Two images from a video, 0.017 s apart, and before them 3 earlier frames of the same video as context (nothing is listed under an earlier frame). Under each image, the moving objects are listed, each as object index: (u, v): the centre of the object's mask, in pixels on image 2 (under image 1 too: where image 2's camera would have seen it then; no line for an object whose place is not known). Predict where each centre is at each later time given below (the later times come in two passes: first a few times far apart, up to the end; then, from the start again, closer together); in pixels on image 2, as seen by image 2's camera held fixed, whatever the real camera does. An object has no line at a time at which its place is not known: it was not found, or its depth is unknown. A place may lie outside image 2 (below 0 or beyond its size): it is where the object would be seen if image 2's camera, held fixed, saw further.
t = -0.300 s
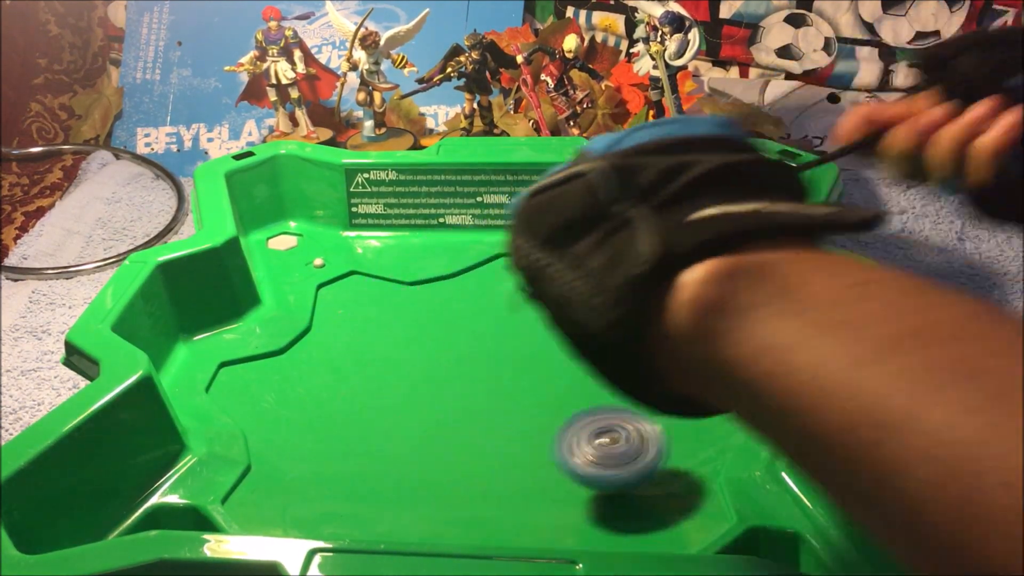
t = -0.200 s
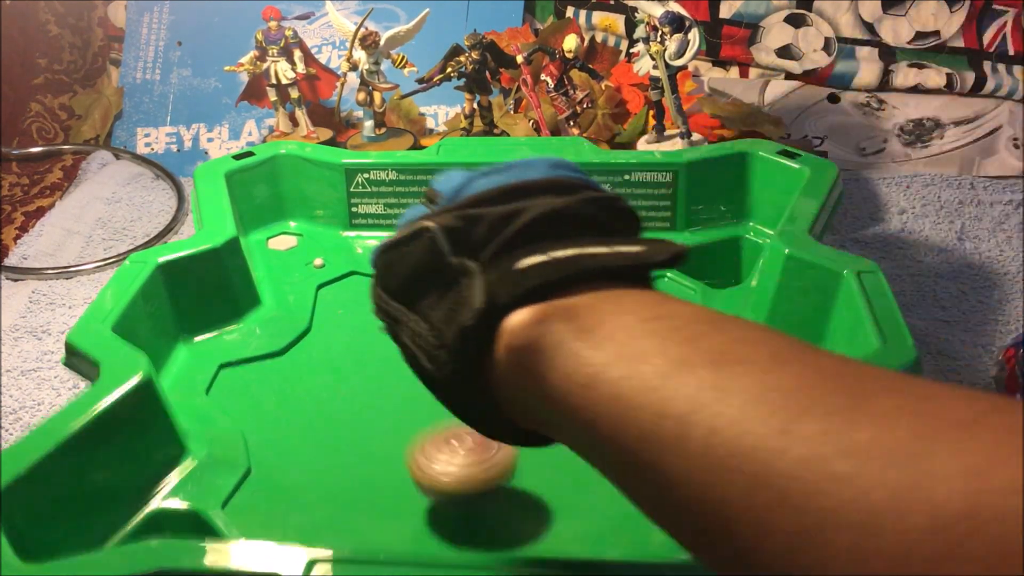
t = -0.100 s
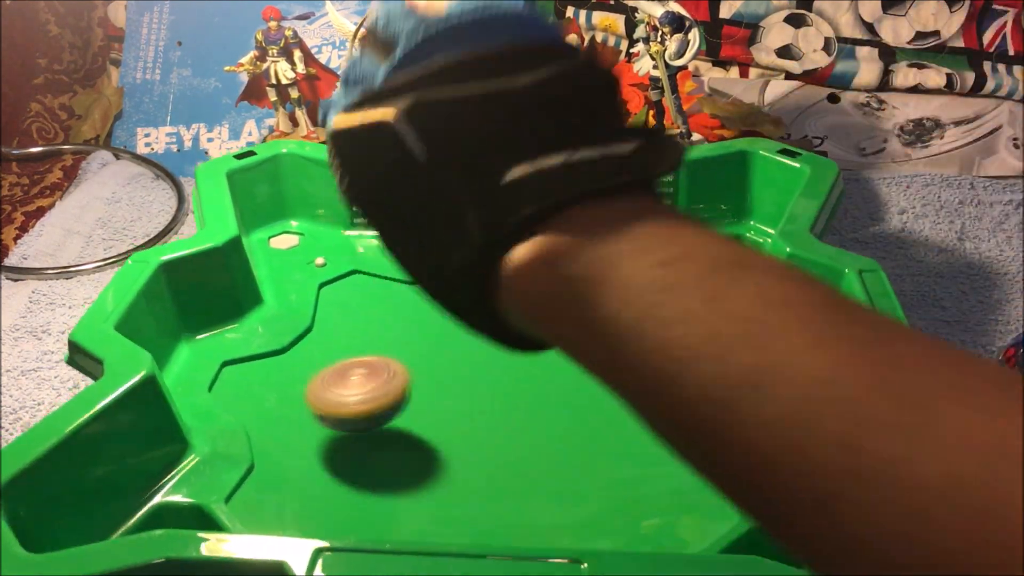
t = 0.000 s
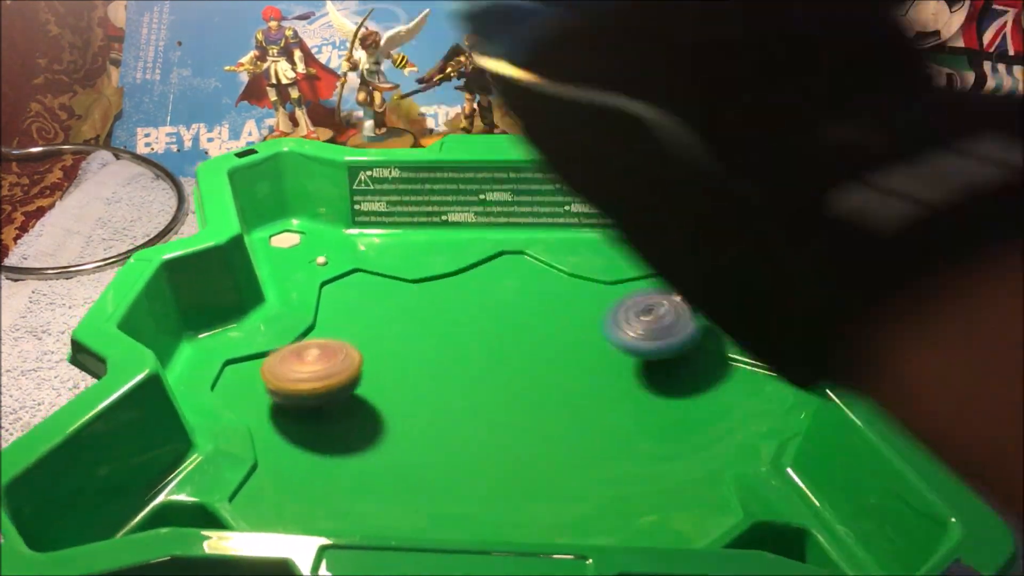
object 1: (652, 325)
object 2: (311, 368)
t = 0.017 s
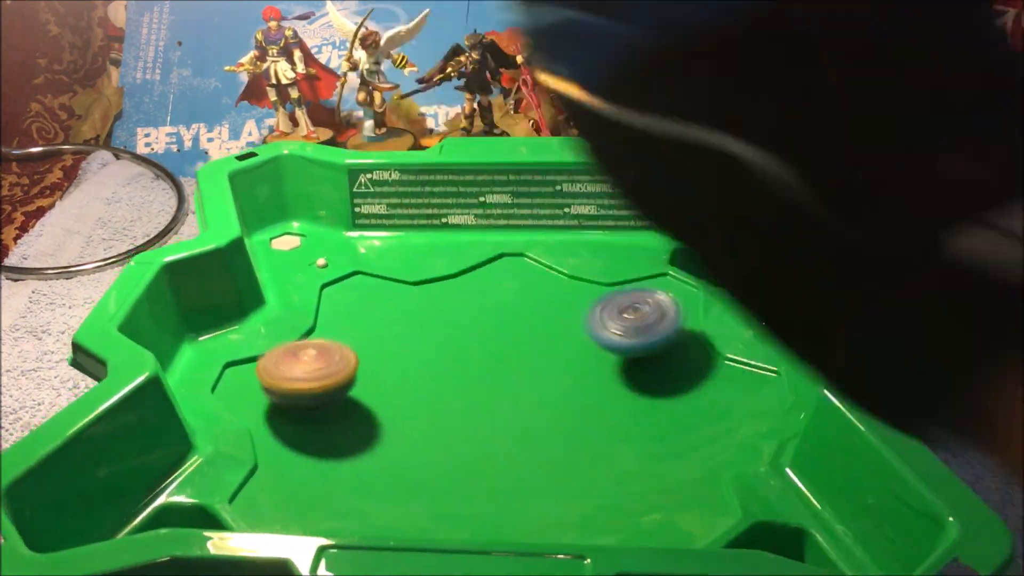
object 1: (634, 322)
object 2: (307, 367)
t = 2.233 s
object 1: (535, 291)
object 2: (386, 236)
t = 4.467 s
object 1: (455, 380)
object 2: (362, 353)
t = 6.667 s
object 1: (472, 330)
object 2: (520, 403)
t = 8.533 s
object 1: (452, 379)
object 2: (513, 312)
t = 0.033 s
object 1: (616, 321)
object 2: (302, 368)
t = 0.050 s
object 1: (597, 317)
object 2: (297, 369)
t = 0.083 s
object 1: (558, 315)
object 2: (288, 379)
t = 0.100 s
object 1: (539, 314)
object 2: (283, 384)
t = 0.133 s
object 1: (505, 312)
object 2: (276, 399)
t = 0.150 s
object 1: (487, 312)
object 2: (272, 408)
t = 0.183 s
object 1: (457, 312)
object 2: (270, 429)
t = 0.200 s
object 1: (442, 313)
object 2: (272, 439)
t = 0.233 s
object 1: (415, 317)
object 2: (281, 457)
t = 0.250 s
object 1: (403, 321)
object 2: (287, 465)
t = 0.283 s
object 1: (381, 329)
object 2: (306, 475)
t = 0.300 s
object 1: (371, 335)
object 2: (316, 479)
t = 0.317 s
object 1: (363, 341)
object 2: (329, 483)
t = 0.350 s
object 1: (346, 355)
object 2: (355, 488)
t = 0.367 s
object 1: (339, 363)
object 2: (369, 489)
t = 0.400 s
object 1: (329, 380)
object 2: (398, 489)
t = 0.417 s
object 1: (326, 388)
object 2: (413, 487)
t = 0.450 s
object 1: (322, 405)
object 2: (440, 483)
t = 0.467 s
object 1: (322, 414)
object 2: (453, 479)
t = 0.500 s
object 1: (326, 431)
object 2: (476, 469)
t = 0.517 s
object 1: (330, 439)
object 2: (486, 463)
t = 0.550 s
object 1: (345, 455)
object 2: (503, 449)
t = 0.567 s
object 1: (353, 462)
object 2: (509, 441)
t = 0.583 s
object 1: (363, 468)
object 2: (514, 433)
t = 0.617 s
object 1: (386, 479)
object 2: (523, 413)
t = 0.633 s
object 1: (401, 483)
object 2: (525, 403)
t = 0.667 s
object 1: (428, 489)
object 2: (525, 380)
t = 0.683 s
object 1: (444, 491)
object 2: (524, 367)
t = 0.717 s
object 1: (479, 492)
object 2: (514, 343)
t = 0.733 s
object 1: (494, 490)
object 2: (506, 330)
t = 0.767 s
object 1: (527, 484)
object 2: (486, 306)
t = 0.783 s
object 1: (543, 479)
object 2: (473, 295)
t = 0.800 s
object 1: (559, 473)
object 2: (458, 284)
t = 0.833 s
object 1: (584, 458)
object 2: (425, 264)
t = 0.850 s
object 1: (595, 448)
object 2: (407, 258)
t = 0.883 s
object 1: (614, 429)
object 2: (365, 244)
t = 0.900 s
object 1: (620, 418)
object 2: (345, 248)
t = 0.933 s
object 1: (626, 396)
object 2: (315, 276)
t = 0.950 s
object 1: (627, 385)
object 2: (305, 288)
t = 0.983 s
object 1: (622, 363)
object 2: (288, 319)
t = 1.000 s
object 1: (618, 353)
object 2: (282, 338)
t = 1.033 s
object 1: (605, 335)
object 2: (276, 362)
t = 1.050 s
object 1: (597, 326)
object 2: (275, 374)
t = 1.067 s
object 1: (586, 317)
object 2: (277, 383)
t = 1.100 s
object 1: (565, 303)
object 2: (288, 400)
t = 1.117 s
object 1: (553, 296)
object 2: (297, 406)
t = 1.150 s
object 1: (529, 285)
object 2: (319, 415)
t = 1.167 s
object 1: (516, 279)
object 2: (332, 418)
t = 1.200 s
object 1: (488, 270)
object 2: (360, 422)
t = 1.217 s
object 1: (475, 266)
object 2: (375, 423)
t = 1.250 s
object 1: (447, 262)
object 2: (404, 422)
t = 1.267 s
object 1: (434, 260)
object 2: (419, 420)
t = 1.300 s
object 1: (405, 259)
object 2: (447, 413)
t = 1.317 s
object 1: (392, 259)
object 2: (461, 409)
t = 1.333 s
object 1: (379, 260)
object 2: (475, 402)
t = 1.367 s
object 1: (355, 264)
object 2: (500, 389)
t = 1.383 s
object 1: (342, 267)
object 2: (511, 380)
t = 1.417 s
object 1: (325, 272)
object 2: (531, 359)
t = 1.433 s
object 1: (326, 276)
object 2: (539, 347)
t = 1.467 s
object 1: (329, 294)
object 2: (548, 322)
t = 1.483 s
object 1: (331, 302)
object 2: (550, 309)
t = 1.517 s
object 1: (337, 315)
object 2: (548, 282)
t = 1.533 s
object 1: (341, 322)
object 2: (544, 269)
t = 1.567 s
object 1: (354, 335)
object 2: (530, 244)
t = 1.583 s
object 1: (360, 341)
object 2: (519, 232)
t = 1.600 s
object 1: (367, 347)
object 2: (507, 224)
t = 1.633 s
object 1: (380, 358)
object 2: (476, 226)
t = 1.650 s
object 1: (387, 363)
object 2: (460, 230)
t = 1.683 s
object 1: (403, 370)
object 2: (434, 233)
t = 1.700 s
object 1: (411, 373)
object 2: (423, 234)
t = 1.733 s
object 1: (426, 378)
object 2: (406, 236)
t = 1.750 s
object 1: (433, 379)
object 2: (401, 237)
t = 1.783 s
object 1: (448, 380)
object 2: (394, 236)
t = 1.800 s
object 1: (456, 380)
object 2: (393, 236)
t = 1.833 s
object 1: (473, 379)
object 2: (392, 234)
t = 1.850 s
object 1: (479, 379)
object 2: (391, 234)
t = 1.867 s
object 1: (486, 377)
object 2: (391, 232)
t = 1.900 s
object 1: (498, 373)
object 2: (389, 232)
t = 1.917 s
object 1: (503, 369)
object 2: (389, 230)
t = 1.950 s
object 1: (514, 363)
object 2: (386, 229)
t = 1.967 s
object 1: (520, 359)
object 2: (385, 229)
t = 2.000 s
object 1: (532, 351)
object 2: (382, 227)
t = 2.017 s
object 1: (536, 347)
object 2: (381, 227)
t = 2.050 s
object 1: (542, 337)
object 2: (379, 226)
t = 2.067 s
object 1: (544, 332)
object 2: (378, 226)
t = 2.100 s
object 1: (548, 322)
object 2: (376, 226)
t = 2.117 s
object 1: (548, 318)
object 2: (374, 227)
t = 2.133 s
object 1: (548, 313)
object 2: (373, 227)
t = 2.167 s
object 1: (546, 304)
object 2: (374, 229)
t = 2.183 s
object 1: (544, 301)
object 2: (375, 230)
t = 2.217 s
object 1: (539, 294)
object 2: (381, 234)
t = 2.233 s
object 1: (535, 291)
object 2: (386, 236)
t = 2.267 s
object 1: (525, 286)
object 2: (402, 243)
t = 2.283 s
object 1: (521, 283)
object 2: (410, 249)
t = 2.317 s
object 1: (512, 282)
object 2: (424, 265)
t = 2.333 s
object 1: (515, 284)
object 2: (423, 268)
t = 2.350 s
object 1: (517, 285)
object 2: (420, 271)
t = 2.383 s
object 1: (521, 292)
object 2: (414, 280)
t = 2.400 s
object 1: (521, 295)
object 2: (410, 285)
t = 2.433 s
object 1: (523, 302)
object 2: (405, 294)
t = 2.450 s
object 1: (524, 306)
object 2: (403, 299)
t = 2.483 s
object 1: (526, 313)
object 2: (401, 308)
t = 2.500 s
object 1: (526, 316)
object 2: (400, 313)
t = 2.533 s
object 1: (528, 322)
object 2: (402, 322)
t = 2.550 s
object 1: (528, 325)
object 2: (403, 327)
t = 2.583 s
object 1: (530, 332)
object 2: (407, 336)
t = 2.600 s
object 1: (531, 334)
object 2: (410, 341)
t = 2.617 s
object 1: (531, 337)
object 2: (413, 345)
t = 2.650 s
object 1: (532, 343)
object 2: (421, 353)
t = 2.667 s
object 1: (533, 346)
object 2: (425, 357)
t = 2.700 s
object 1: (535, 352)
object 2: (434, 363)
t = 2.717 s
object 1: (546, 355)
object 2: (429, 365)
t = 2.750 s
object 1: (569, 359)
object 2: (420, 371)
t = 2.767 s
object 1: (579, 360)
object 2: (419, 374)
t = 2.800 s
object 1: (595, 360)
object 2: (421, 379)
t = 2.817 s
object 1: (602, 360)
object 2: (422, 383)
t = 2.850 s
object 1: (613, 360)
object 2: (426, 388)
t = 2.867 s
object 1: (617, 360)
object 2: (429, 392)
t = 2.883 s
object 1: (621, 360)
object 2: (432, 394)
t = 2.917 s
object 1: (627, 359)
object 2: (438, 400)
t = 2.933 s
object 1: (630, 359)
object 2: (441, 401)
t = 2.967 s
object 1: (633, 360)
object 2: (449, 405)
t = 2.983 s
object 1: (633, 360)
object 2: (453, 407)
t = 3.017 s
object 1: (633, 361)
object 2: (461, 411)
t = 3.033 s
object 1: (632, 361)
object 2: (466, 411)
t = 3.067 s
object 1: (629, 363)
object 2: (475, 412)
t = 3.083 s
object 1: (628, 363)
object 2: (479, 413)
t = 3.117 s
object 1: (624, 366)
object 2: (489, 413)
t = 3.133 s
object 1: (621, 367)
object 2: (493, 413)
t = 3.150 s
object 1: (619, 368)
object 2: (497, 412)
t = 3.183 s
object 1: (612, 370)
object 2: (506, 410)
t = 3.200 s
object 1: (609, 371)
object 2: (510, 409)
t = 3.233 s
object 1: (615, 370)
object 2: (506, 408)
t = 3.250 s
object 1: (619, 368)
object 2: (503, 407)
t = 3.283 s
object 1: (624, 365)
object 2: (503, 403)
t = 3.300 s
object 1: (625, 363)
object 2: (504, 402)
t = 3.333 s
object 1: (623, 361)
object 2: (505, 399)
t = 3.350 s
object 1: (621, 360)
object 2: (506, 397)
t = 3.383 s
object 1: (616, 360)
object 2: (505, 394)
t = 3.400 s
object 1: (612, 360)
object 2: (505, 392)
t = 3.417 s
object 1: (609, 360)
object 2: (504, 390)
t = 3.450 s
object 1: (601, 360)
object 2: (502, 386)
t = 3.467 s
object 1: (599, 360)
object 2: (499, 385)
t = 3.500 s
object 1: (597, 359)
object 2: (491, 382)
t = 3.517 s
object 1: (595, 359)
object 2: (488, 380)
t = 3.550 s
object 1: (589, 359)
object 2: (482, 378)
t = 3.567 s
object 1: (585, 359)
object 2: (479, 377)
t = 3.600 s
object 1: (576, 360)
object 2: (473, 375)
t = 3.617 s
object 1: (571, 360)
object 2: (470, 374)
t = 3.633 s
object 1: (573, 360)
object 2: (461, 373)
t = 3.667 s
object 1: (582, 360)
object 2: (444, 371)
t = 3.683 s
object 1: (584, 360)
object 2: (438, 369)
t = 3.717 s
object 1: (587, 360)
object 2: (428, 368)
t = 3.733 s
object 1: (587, 360)
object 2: (423, 367)
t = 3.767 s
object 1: (585, 360)
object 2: (415, 366)
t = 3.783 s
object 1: (583, 361)
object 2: (411, 366)
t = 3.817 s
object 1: (577, 361)
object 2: (404, 364)
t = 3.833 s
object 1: (573, 362)
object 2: (401, 364)
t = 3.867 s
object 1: (565, 362)
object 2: (394, 364)
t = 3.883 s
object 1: (561, 363)
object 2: (392, 364)
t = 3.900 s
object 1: (557, 363)
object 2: (389, 363)
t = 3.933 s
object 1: (547, 364)
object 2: (384, 363)
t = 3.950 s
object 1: (542, 365)
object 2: (382, 363)
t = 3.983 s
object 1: (532, 366)
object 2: (379, 364)
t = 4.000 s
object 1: (527, 367)
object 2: (377, 364)
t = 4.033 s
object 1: (516, 368)
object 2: (375, 364)
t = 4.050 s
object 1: (511, 369)
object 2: (374, 364)
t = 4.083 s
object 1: (501, 369)
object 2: (373, 365)
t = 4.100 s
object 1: (496, 369)
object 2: (372, 365)
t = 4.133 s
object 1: (486, 369)
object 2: (370, 365)
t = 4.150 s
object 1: (480, 369)
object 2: (369, 364)
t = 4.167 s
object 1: (476, 369)
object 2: (369, 364)
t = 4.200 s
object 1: (471, 370)
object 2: (366, 362)
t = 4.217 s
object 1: (474, 372)
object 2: (362, 360)
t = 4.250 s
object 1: (479, 374)
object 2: (360, 358)
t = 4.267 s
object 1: (480, 375)
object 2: (358, 358)
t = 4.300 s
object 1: (480, 375)
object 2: (357, 357)
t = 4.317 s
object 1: (479, 376)
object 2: (356, 357)
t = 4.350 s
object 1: (475, 376)
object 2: (356, 356)
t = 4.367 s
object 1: (473, 377)
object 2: (356, 356)
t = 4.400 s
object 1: (468, 378)
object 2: (358, 355)
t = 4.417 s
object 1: (465, 378)
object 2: (359, 354)
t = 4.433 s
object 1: (462, 379)
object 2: (359, 354)
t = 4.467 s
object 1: (455, 380)
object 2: (362, 353)
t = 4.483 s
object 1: (455, 382)
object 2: (362, 351)
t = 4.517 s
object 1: (478, 394)
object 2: (352, 339)
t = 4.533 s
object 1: (490, 400)
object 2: (349, 335)
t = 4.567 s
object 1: (511, 407)
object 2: (347, 330)
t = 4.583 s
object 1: (519, 409)
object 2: (346, 328)
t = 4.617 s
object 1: (535, 411)
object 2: (345, 325)
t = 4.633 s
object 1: (541, 411)
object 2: (345, 324)
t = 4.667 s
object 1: (552, 410)
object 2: (345, 321)
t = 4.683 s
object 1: (556, 408)
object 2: (346, 319)
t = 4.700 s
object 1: (560, 407)
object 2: (347, 318)
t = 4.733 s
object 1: (564, 404)
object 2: (348, 316)
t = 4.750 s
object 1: (565, 402)
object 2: (350, 315)
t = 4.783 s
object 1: (568, 399)
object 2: (353, 313)
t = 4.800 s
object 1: (569, 397)
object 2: (355, 313)
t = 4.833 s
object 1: (568, 393)
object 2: (359, 312)
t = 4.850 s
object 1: (567, 392)
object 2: (362, 311)
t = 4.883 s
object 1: (565, 389)
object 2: (368, 310)
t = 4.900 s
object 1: (564, 387)
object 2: (371, 310)
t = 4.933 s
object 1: (560, 384)
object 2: (378, 309)
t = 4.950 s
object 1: (558, 383)
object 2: (381, 308)
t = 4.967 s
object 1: (555, 382)
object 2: (385, 308)
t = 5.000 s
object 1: (550, 379)
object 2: (392, 307)
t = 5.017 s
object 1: (548, 378)
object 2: (396, 307)
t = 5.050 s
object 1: (542, 375)
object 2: (405, 307)
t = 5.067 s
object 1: (538, 375)
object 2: (409, 306)
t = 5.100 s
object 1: (533, 373)
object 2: (417, 306)
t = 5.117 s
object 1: (530, 371)
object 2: (421, 306)
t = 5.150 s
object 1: (523, 369)
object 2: (430, 306)
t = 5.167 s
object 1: (519, 368)
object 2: (435, 306)
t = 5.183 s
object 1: (516, 367)
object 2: (439, 306)
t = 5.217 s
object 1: (509, 365)
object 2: (448, 306)
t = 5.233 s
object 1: (506, 364)
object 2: (452, 306)
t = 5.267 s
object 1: (499, 363)
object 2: (461, 305)
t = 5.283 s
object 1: (496, 363)
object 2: (466, 304)
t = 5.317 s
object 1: (493, 370)
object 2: (474, 299)
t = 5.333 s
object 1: (491, 374)
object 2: (478, 297)
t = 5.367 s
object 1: (489, 379)
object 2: (485, 295)
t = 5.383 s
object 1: (488, 381)
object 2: (488, 295)
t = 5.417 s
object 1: (486, 383)
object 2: (494, 293)
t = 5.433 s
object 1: (485, 384)
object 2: (497, 293)
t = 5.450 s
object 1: (483, 385)
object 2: (500, 292)
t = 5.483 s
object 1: (481, 386)
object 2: (506, 292)
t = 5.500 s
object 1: (480, 386)
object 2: (509, 291)
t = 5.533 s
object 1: (476, 387)
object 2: (514, 291)
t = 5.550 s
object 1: (474, 387)
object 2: (517, 291)
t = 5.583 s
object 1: (471, 387)
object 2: (522, 291)
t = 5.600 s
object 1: (469, 388)
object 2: (525, 292)
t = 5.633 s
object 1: (465, 389)
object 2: (529, 292)
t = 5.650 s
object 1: (464, 389)
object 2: (531, 292)
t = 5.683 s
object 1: (461, 389)
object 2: (536, 294)
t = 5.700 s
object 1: (459, 389)
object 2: (538, 294)
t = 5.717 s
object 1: (458, 389)
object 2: (540, 295)
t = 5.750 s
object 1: (458, 389)
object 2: (543, 296)
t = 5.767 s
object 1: (458, 388)
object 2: (545, 298)
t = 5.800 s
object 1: (457, 388)
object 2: (549, 300)
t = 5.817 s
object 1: (458, 388)
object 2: (550, 301)
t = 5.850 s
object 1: (458, 386)
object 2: (551, 304)
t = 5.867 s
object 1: (457, 385)
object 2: (552, 306)
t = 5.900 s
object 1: (456, 383)
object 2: (555, 309)
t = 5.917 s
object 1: (456, 382)
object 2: (555, 310)
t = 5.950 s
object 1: (455, 379)
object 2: (556, 314)
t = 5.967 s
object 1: (454, 378)
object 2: (557, 316)
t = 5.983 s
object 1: (455, 377)
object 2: (558, 319)
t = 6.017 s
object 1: (454, 374)
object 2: (559, 323)
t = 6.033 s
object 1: (453, 373)
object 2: (559, 325)
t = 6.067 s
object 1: (453, 370)
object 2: (560, 330)
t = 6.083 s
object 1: (454, 369)
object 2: (560, 333)
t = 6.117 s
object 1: (453, 366)
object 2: (560, 338)
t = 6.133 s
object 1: (453, 365)
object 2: (560, 340)
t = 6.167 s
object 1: (454, 362)
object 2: (560, 345)
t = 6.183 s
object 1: (454, 361)
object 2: (560, 348)
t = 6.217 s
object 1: (454, 358)
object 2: (559, 353)
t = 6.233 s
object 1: (455, 357)
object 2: (558, 355)
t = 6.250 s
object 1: (455, 355)
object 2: (558, 358)
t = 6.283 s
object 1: (455, 352)
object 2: (557, 363)
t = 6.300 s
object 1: (456, 351)
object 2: (556, 366)
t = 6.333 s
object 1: (457, 348)
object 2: (554, 370)
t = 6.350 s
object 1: (457, 346)
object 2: (553, 373)
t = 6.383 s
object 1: (459, 345)
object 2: (550, 377)
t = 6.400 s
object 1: (460, 343)
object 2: (549, 379)
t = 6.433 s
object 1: (461, 341)
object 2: (546, 384)
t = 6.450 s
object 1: (463, 340)
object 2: (545, 385)
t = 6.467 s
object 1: (464, 339)
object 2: (543, 388)
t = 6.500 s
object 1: (465, 337)
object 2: (540, 390)
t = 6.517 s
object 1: (466, 336)
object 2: (538, 392)
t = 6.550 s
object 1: (468, 334)
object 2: (535, 395)
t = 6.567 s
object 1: (469, 333)
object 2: (533, 397)
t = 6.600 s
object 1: (470, 333)
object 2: (529, 399)
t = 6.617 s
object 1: (471, 332)
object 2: (527, 400)
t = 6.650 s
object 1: (472, 330)
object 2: (523, 402)
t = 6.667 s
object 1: (472, 330)
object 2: (520, 403)
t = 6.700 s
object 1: (475, 329)
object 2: (515, 405)
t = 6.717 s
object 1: (475, 329)
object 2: (513, 406)
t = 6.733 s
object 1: (475, 329)
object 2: (511, 407)
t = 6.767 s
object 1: (478, 329)
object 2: (506, 407)
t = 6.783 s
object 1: (479, 328)
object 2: (503, 408)
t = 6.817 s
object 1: (480, 329)
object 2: (498, 409)
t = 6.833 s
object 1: (482, 328)
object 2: (496, 409)
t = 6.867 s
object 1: (484, 328)
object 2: (490, 410)
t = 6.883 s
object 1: (485, 329)
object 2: (488, 409)
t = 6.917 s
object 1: (489, 329)
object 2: (482, 409)
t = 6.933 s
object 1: (490, 329)
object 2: (479, 409)
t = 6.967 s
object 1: (492, 330)
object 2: (474, 409)
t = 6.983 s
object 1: (494, 330)
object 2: (471, 408)
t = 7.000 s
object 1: (495, 330)
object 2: (468, 408)
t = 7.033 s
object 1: (498, 332)
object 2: (463, 407)
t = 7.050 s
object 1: (501, 332)
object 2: (460, 406)
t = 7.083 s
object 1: (504, 333)
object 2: (455, 405)
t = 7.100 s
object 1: (505, 334)
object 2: (452, 404)
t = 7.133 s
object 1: (510, 336)
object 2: (447, 402)
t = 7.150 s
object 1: (511, 336)
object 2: (445, 400)
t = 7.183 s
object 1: (514, 338)
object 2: (440, 398)
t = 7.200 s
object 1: (516, 339)
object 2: (438, 397)
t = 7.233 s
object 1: (518, 341)
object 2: (434, 394)
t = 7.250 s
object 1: (520, 342)
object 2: (432, 392)
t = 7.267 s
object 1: (522, 342)
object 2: (429, 390)
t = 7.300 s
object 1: (523, 344)
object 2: (425, 386)
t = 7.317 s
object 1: (524, 345)
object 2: (423, 385)
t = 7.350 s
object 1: (526, 347)
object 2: (420, 380)
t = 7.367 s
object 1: (526, 348)
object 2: (418, 378)
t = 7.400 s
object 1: (528, 350)
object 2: (415, 374)
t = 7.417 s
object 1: (528, 351)
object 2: (414, 372)
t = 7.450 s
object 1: (528, 353)
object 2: (411, 368)
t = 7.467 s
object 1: (529, 354)
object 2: (410, 366)
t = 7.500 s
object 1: (529, 355)
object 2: (408, 362)
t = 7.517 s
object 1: (528, 356)
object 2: (407, 359)
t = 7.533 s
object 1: (529, 357)
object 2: (406, 357)
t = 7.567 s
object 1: (528, 357)
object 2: (406, 353)
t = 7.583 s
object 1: (527, 358)
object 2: (405, 351)
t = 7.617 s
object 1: (527, 359)
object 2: (404, 347)
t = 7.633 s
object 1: (525, 359)
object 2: (405, 345)
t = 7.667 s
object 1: (523, 362)
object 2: (404, 342)
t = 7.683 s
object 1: (522, 361)
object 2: (405, 340)
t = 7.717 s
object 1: (518, 363)
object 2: (406, 337)
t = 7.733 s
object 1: (518, 364)
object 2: (406, 335)
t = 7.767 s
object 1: (514, 365)
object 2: (408, 333)
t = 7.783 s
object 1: (512, 366)
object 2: (409, 331)
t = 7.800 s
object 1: (511, 367)
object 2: (410, 330)
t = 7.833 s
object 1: (507, 367)
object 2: (413, 327)
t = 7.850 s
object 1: (506, 369)
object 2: (414, 326)
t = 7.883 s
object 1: (503, 369)
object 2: (417, 323)
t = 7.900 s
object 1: (500, 370)
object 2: (419, 323)
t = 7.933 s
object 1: (498, 370)
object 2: (422, 321)
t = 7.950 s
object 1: (496, 370)
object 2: (424, 319)
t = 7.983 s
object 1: (493, 371)
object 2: (428, 318)
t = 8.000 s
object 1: (491, 371)
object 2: (430, 317)
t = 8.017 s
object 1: (489, 370)
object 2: (432, 316)
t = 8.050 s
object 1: (486, 371)
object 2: (436, 314)
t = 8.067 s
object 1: (484, 371)
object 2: (438, 313)
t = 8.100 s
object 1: (480, 371)
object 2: (442, 312)
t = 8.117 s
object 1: (479, 371)
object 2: (445, 311)
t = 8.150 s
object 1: (475, 371)
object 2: (449, 311)
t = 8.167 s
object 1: (474, 371)
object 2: (452, 310)
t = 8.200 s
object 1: (471, 371)
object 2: (458, 309)
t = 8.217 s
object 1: (469, 373)
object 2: (461, 308)
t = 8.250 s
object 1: (468, 376)
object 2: (466, 307)
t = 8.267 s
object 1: (467, 377)
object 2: (469, 307)
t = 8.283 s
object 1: (465, 378)
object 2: (472, 307)
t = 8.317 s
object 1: (464, 379)
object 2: (478, 307)
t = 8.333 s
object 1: (462, 379)
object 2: (481, 307)
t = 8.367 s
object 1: (461, 380)
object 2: (486, 307)
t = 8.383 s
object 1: (460, 380)
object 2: (489, 307)
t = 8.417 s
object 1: (458, 380)
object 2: (495, 308)
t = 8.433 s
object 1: (457, 380)
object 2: (497, 308)
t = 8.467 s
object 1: (454, 380)
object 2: (502, 309)
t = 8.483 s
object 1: (455, 380)
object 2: (505, 309)
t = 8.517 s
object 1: (452, 379)
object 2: (510, 311)
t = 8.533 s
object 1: (452, 379)
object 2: (513, 312)
